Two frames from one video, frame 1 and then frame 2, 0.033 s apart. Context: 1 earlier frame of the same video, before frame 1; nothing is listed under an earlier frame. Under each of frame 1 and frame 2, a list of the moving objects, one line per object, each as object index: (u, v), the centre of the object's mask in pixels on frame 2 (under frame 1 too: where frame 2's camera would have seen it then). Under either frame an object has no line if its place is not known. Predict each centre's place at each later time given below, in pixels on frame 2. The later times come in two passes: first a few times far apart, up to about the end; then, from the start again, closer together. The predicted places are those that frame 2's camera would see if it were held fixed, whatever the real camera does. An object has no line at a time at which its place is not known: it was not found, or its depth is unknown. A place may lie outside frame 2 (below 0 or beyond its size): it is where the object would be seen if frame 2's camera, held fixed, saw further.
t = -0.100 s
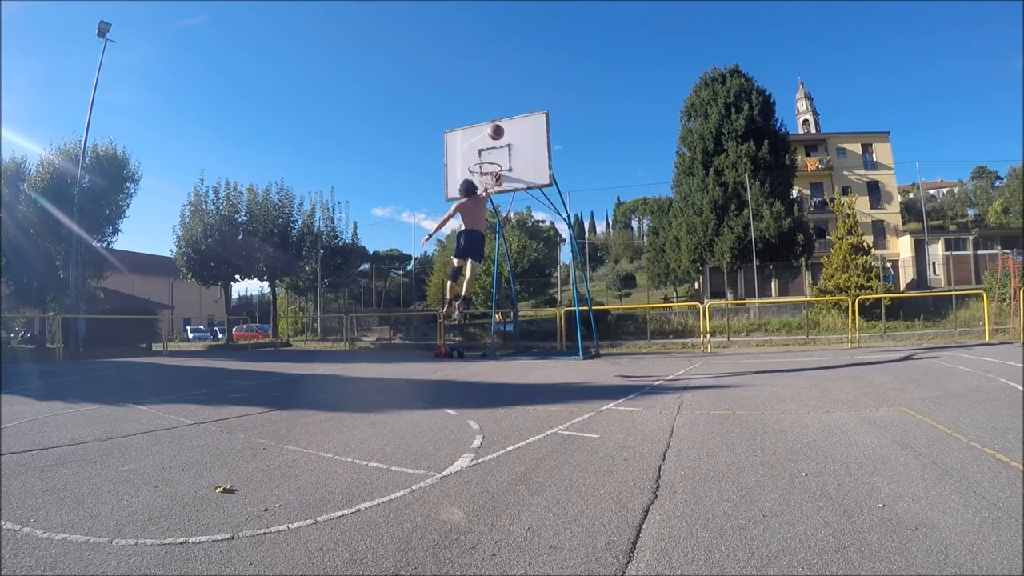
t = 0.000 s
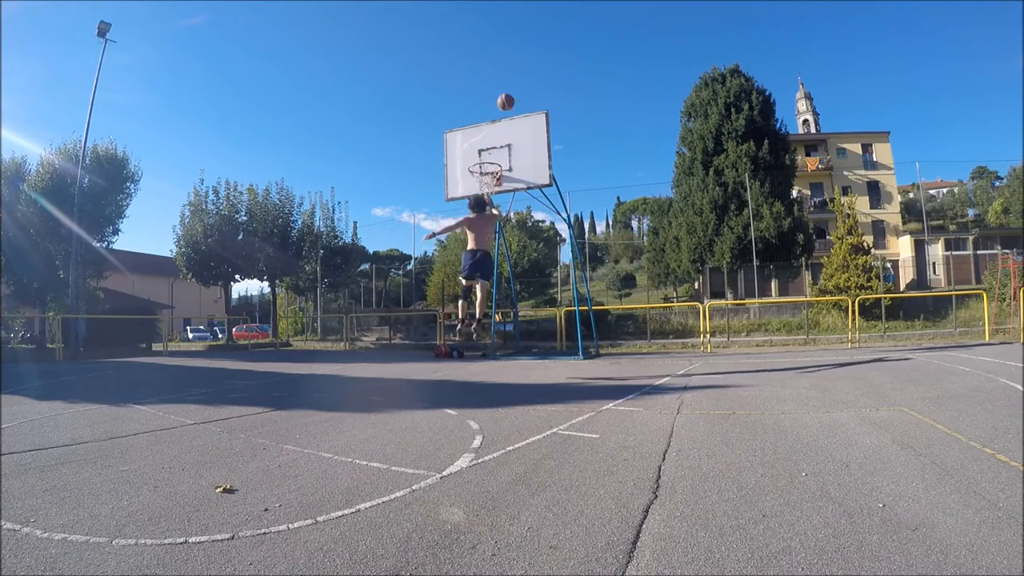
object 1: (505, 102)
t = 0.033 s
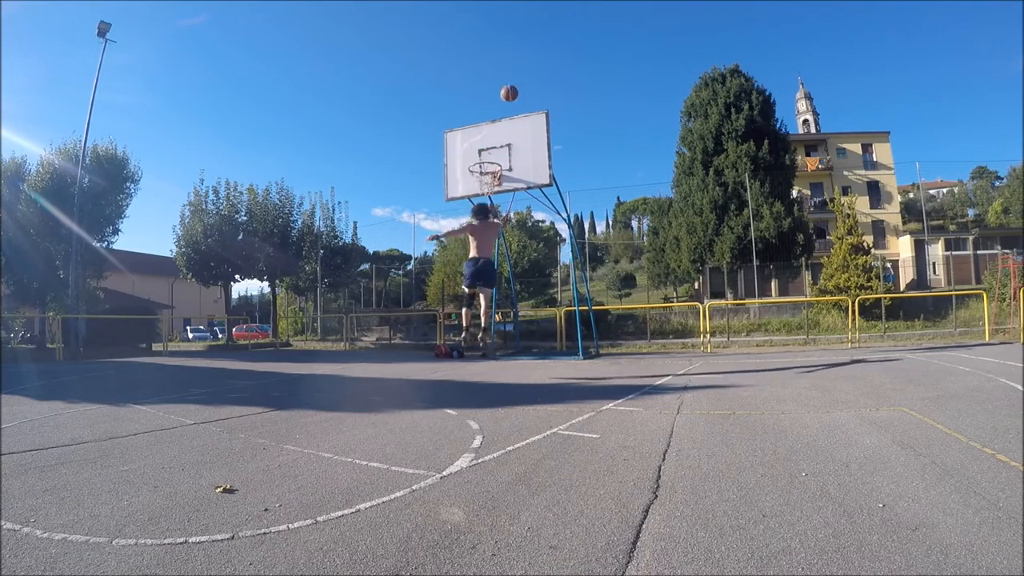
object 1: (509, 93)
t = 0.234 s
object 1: (532, 53)
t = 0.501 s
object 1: (570, 36)
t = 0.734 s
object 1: (615, 64)
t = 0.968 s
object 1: (679, 161)
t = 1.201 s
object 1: (759, 376)
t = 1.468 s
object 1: (812, 209)
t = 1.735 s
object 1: (855, 84)
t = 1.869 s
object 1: (881, 55)
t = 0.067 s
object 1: (513, 85)
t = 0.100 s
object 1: (516, 77)
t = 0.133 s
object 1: (520, 70)
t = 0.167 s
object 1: (524, 64)
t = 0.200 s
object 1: (528, 58)
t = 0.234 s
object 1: (532, 53)
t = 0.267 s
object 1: (536, 49)
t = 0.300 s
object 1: (541, 45)
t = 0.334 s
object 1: (545, 41)
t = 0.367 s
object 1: (550, 39)
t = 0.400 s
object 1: (554, 37)
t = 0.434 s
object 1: (559, 36)
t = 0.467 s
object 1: (564, 36)
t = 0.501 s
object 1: (570, 36)
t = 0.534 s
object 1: (575, 37)
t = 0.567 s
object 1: (581, 39)
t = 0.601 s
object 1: (587, 42)
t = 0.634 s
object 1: (594, 46)
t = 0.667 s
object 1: (600, 50)
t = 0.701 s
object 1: (607, 57)
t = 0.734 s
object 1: (615, 64)
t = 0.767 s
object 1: (623, 73)
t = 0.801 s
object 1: (631, 83)
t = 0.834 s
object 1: (640, 95)
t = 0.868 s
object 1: (649, 108)
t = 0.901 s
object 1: (659, 123)
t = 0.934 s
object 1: (668, 141)
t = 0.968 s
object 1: (679, 161)
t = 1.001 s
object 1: (690, 183)
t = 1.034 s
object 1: (702, 208)
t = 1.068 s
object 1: (714, 236)
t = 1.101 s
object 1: (726, 267)
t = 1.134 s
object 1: (737, 301)
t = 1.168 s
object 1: (749, 337)
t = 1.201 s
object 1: (759, 376)
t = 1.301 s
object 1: (782, 330)
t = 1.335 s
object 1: (789, 304)
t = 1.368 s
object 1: (795, 278)
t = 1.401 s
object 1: (801, 253)
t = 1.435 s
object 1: (805, 231)
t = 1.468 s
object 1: (812, 209)
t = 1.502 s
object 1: (816, 188)
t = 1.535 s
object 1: (822, 168)
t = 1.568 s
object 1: (828, 151)
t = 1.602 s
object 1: (833, 135)
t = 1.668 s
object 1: (844, 107)
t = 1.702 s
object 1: (849, 95)
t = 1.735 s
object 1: (855, 84)
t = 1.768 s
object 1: (861, 75)
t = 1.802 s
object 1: (867, 67)
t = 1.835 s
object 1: (874, 61)
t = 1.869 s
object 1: (881, 55)
